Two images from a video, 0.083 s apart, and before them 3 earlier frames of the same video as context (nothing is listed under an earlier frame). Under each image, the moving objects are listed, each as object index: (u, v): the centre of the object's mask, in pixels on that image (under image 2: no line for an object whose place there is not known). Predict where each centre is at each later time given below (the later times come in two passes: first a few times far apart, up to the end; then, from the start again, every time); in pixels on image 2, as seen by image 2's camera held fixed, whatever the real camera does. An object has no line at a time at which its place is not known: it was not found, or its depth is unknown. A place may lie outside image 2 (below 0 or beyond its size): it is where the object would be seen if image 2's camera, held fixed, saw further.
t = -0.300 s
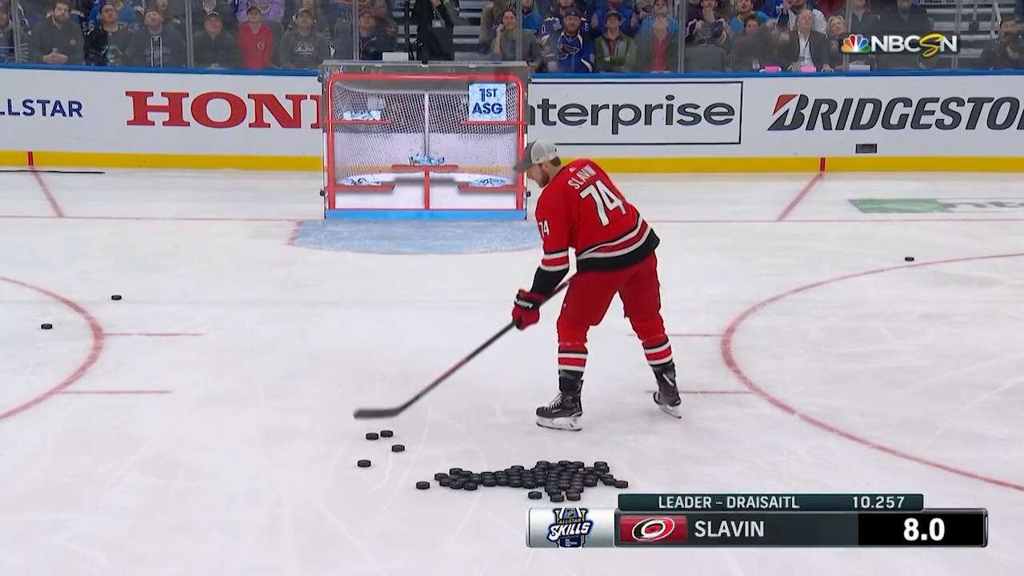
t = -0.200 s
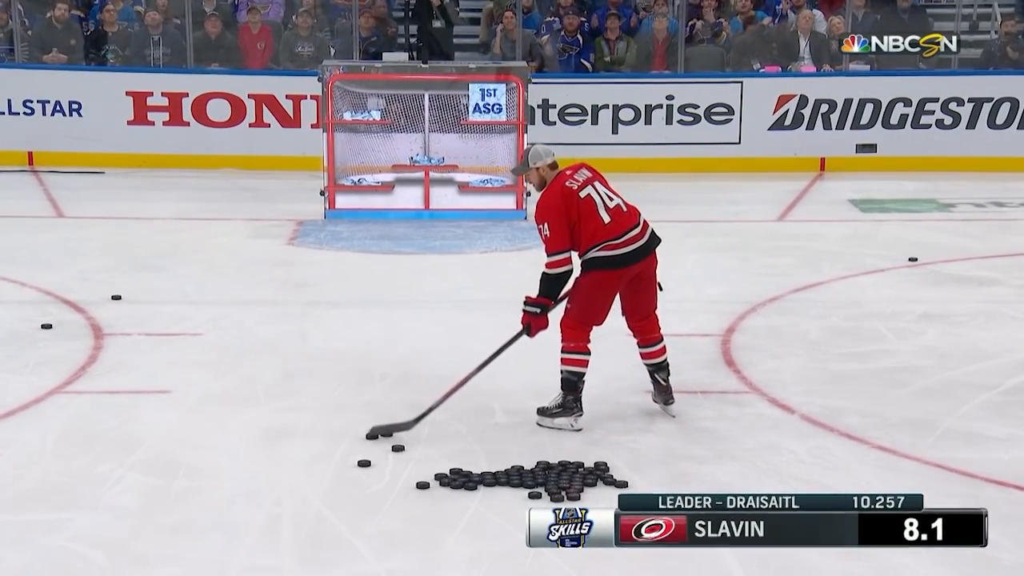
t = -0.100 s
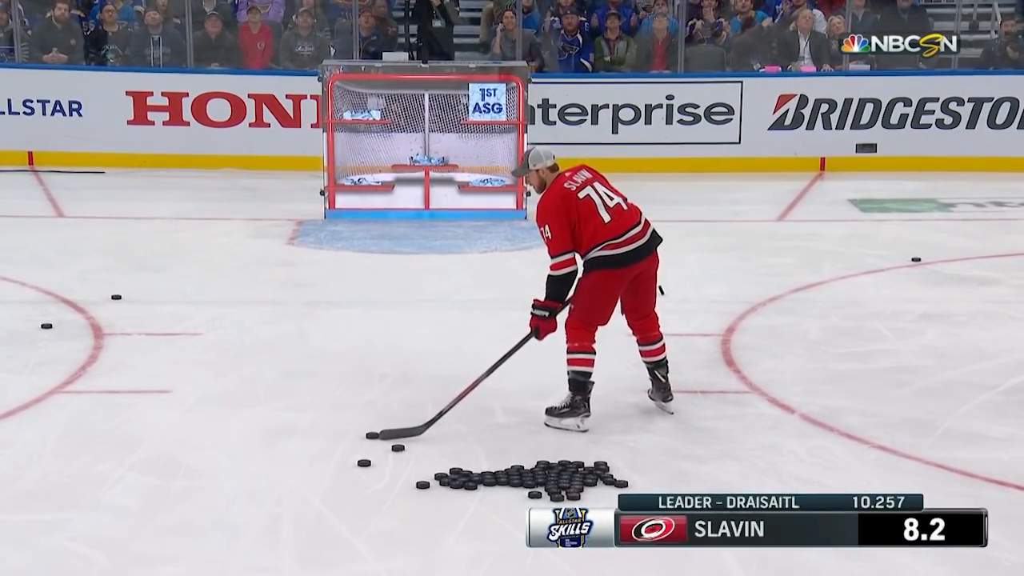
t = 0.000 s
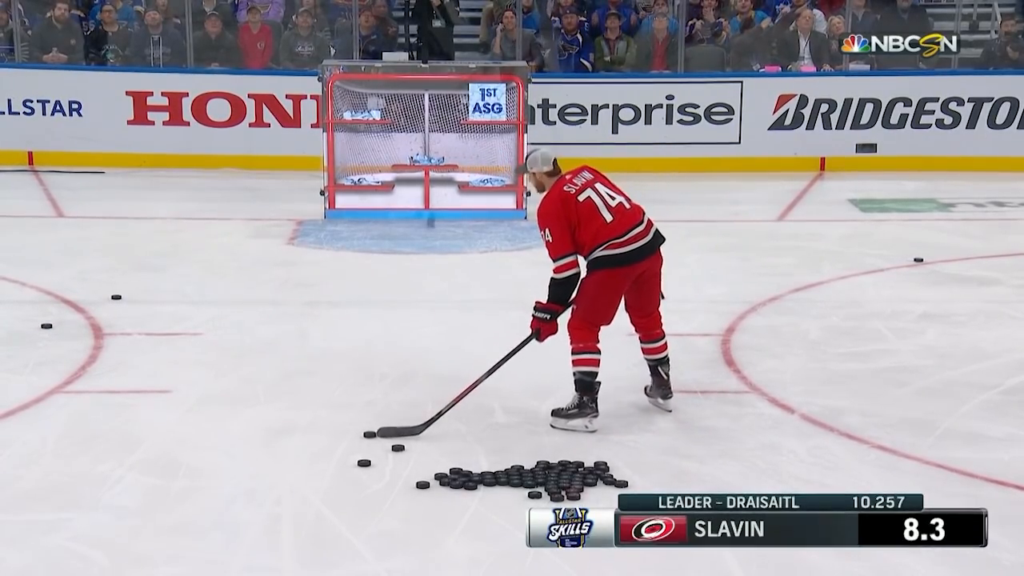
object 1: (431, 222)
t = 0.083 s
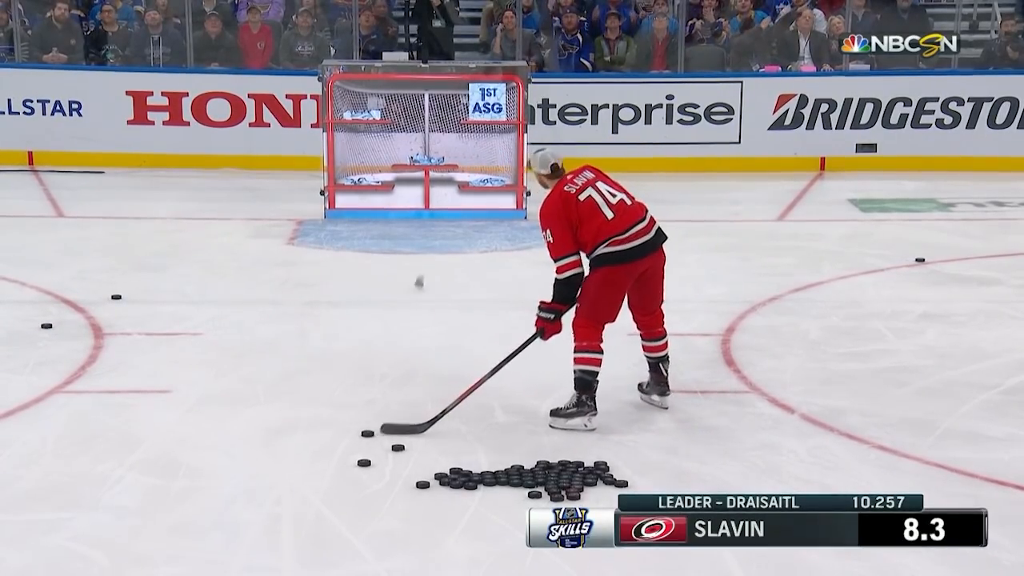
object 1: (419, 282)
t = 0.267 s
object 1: (385, 289)
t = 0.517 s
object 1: (331, 319)
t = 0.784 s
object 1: (271, 345)
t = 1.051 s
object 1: (206, 381)
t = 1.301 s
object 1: (142, 408)
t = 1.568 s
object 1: (76, 436)
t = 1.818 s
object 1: (18, 461)
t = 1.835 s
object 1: (14, 463)
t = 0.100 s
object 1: (417, 285)
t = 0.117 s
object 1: (414, 286)
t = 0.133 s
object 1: (411, 288)
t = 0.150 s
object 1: (409, 290)
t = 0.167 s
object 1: (406, 291)
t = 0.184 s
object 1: (402, 290)
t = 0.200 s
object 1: (398, 289)
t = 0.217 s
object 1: (395, 288)
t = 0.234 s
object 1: (392, 288)
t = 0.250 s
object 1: (388, 288)
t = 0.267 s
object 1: (385, 289)
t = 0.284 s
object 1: (382, 289)
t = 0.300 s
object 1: (378, 291)
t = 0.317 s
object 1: (375, 292)
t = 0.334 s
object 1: (371, 294)
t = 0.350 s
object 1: (368, 296)
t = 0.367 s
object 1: (364, 299)
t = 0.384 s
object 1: (360, 302)
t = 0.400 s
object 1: (357, 305)
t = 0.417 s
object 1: (354, 309)
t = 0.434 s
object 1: (350, 313)
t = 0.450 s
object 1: (346, 318)
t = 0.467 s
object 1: (342, 323)
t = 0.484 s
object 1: (339, 322)
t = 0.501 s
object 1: (335, 320)
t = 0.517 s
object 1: (331, 319)
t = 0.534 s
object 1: (328, 317)
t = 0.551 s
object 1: (324, 317)
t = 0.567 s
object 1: (321, 316)
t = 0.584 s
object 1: (317, 316)
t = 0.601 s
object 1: (313, 316)
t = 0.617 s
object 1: (309, 317)
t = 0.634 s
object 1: (306, 318)
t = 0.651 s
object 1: (302, 320)
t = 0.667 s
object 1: (298, 322)
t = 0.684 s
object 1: (294, 324)
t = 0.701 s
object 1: (290, 326)
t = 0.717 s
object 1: (286, 329)
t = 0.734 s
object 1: (283, 333)
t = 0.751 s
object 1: (279, 336)
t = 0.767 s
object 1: (275, 341)
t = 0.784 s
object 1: (271, 345)
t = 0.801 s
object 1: (267, 351)
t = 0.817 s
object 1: (263, 356)
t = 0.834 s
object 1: (259, 362)
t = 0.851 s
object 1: (255, 363)
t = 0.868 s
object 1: (251, 362)
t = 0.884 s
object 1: (247, 362)
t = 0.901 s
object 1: (243, 363)
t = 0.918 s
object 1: (239, 364)
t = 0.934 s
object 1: (235, 366)
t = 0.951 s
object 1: (231, 368)
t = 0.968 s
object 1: (227, 370)
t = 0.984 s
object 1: (223, 373)
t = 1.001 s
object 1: (219, 376)
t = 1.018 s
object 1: (214, 378)
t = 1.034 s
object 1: (210, 379)
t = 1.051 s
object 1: (206, 381)
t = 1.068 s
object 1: (202, 384)
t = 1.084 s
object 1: (197, 386)
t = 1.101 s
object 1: (193, 388)
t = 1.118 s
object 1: (189, 389)
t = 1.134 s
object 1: (185, 390)
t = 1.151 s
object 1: (180, 392)
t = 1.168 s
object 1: (176, 394)
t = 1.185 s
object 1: (173, 396)
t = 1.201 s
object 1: (168, 397)
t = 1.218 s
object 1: (163, 399)
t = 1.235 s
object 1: (159, 402)
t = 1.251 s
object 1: (155, 403)
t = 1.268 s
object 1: (151, 404)
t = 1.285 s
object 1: (146, 406)
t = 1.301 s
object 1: (142, 408)
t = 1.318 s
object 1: (138, 409)
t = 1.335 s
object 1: (134, 411)
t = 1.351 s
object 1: (130, 414)
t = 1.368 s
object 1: (126, 416)
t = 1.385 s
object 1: (121, 417)
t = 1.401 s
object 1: (117, 418)
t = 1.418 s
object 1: (113, 420)
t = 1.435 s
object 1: (109, 421)
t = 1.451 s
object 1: (105, 423)
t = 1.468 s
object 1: (100, 425)
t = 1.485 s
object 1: (96, 427)
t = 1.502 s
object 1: (93, 429)
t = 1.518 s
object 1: (89, 431)
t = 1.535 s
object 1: (84, 433)
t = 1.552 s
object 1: (80, 434)
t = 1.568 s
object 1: (76, 436)
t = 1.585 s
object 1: (72, 437)
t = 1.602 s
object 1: (68, 439)
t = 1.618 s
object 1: (64, 440)
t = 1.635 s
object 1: (60, 442)
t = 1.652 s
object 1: (56, 444)
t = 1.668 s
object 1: (52, 446)
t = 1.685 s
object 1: (48, 448)
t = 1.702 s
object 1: (44, 449)
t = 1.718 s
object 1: (41, 451)
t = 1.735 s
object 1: (37, 451)
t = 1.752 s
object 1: (33, 453)
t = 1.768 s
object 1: (29, 455)
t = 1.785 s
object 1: (25, 457)
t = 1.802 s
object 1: (21, 459)
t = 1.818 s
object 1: (18, 461)
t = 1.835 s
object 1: (14, 463)
